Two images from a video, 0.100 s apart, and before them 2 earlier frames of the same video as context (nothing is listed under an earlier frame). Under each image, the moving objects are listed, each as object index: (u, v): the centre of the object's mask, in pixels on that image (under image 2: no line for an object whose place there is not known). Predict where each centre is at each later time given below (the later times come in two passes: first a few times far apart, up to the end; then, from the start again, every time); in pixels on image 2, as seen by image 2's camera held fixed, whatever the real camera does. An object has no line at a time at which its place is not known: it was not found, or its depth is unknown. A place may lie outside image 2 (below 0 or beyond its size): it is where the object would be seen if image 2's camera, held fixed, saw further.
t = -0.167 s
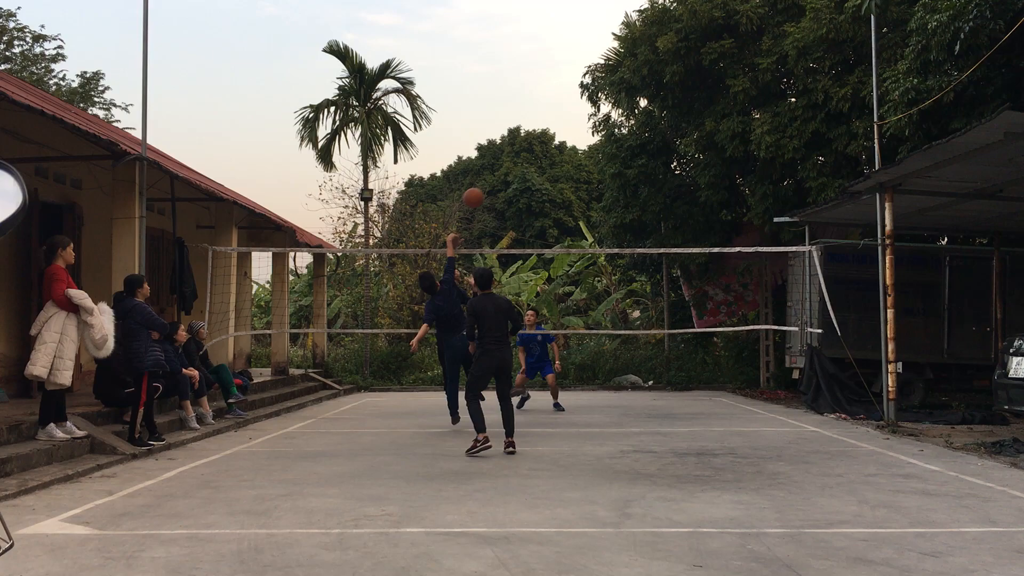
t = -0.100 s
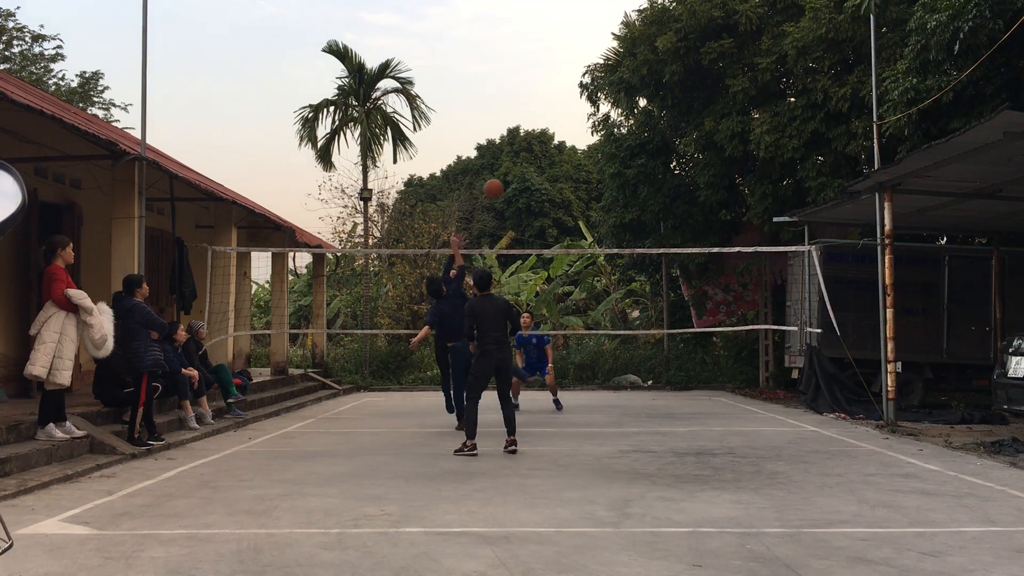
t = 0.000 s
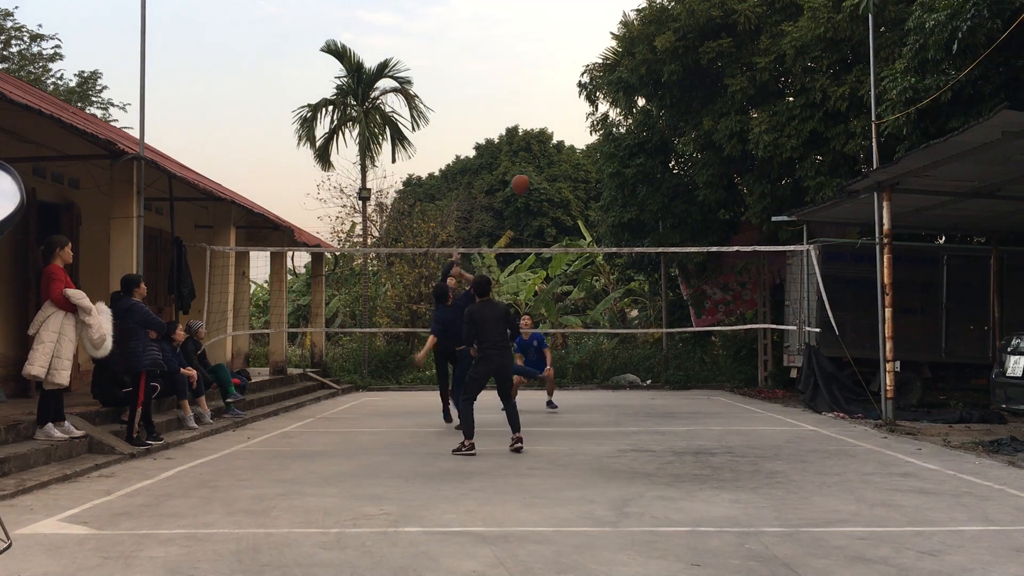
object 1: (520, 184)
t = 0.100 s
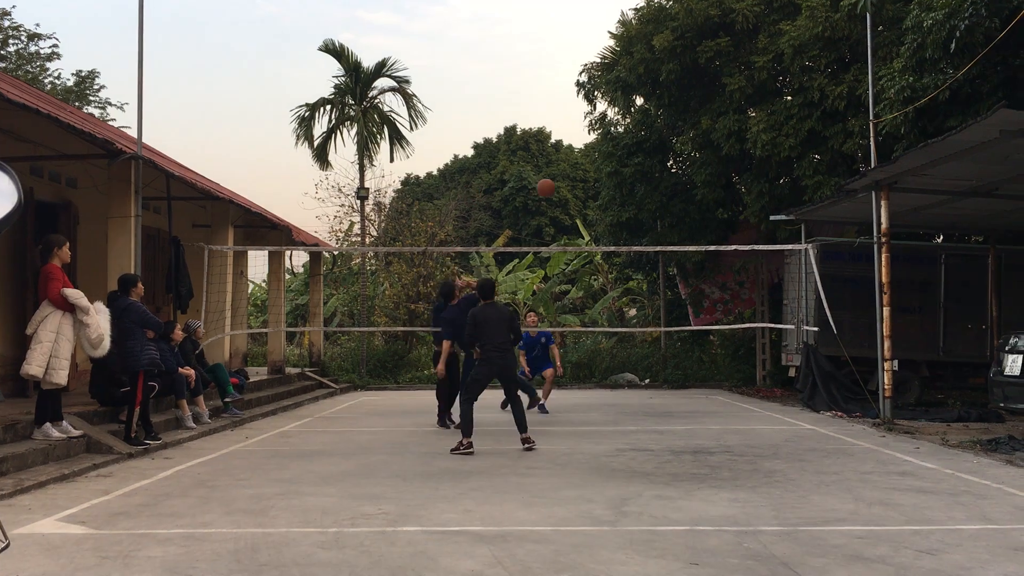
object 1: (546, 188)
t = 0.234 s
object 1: (579, 204)
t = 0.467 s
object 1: (632, 260)
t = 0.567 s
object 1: (653, 292)
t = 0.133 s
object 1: (555, 191)
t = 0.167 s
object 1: (563, 195)
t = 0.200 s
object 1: (571, 199)
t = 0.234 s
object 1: (579, 204)
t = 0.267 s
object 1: (586, 208)
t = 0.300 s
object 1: (595, 216)
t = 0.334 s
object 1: (602, 222)
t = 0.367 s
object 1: (609, 231)
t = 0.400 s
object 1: (616, 238)
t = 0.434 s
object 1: (623, 247)
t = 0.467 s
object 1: (632, 260)
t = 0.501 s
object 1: (638, 269)
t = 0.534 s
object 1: (646, 280)
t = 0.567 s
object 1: (653, 292)
